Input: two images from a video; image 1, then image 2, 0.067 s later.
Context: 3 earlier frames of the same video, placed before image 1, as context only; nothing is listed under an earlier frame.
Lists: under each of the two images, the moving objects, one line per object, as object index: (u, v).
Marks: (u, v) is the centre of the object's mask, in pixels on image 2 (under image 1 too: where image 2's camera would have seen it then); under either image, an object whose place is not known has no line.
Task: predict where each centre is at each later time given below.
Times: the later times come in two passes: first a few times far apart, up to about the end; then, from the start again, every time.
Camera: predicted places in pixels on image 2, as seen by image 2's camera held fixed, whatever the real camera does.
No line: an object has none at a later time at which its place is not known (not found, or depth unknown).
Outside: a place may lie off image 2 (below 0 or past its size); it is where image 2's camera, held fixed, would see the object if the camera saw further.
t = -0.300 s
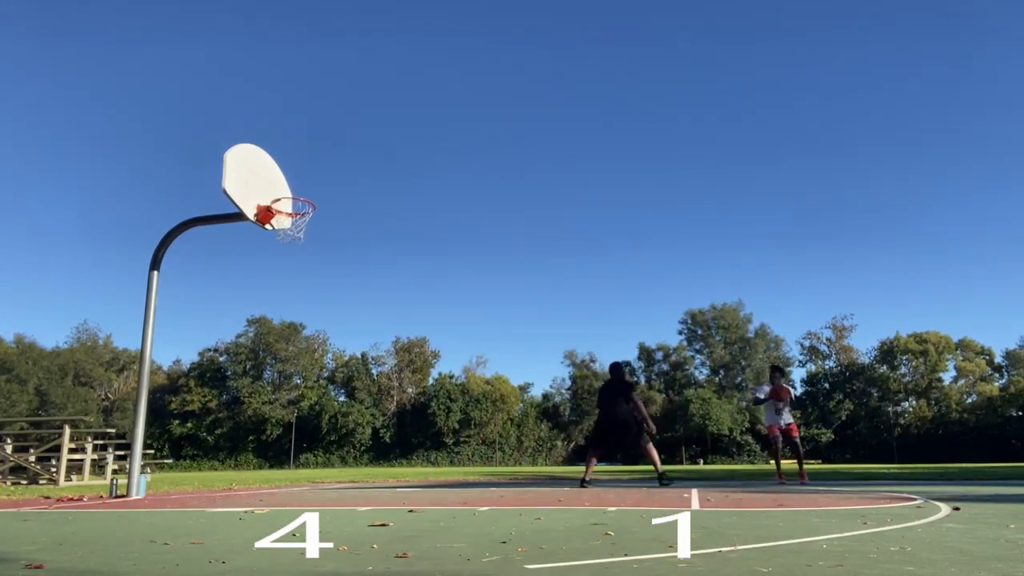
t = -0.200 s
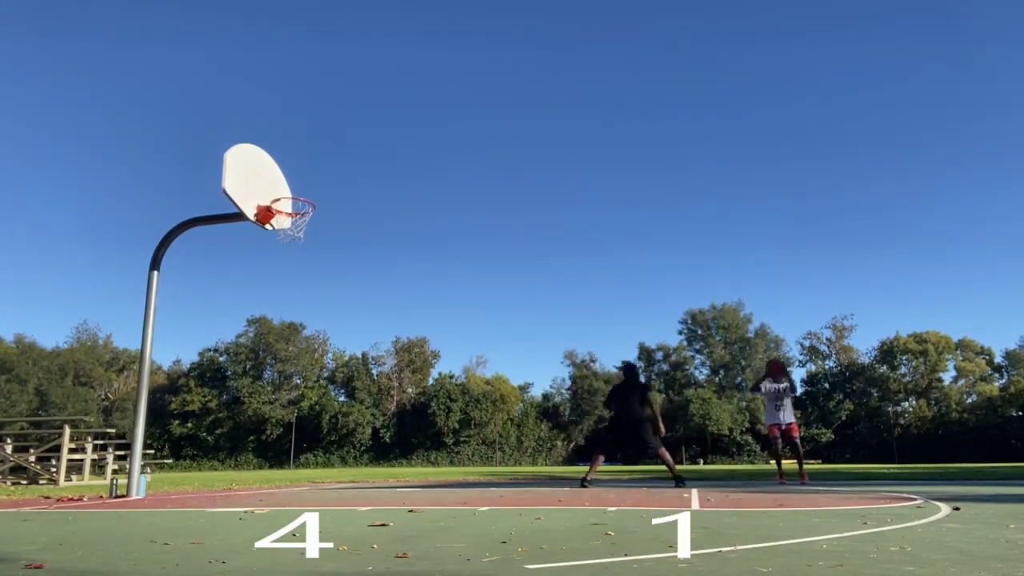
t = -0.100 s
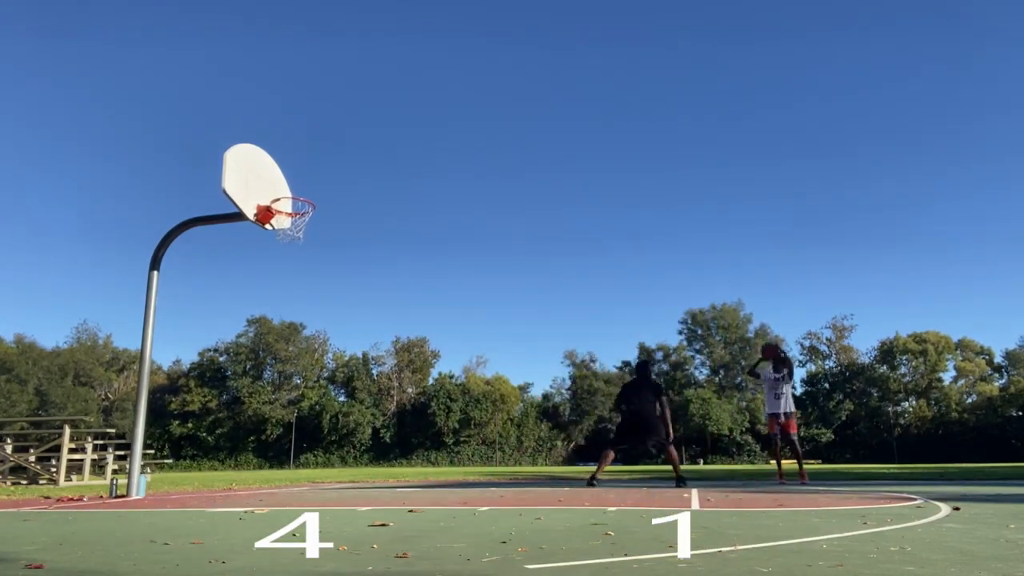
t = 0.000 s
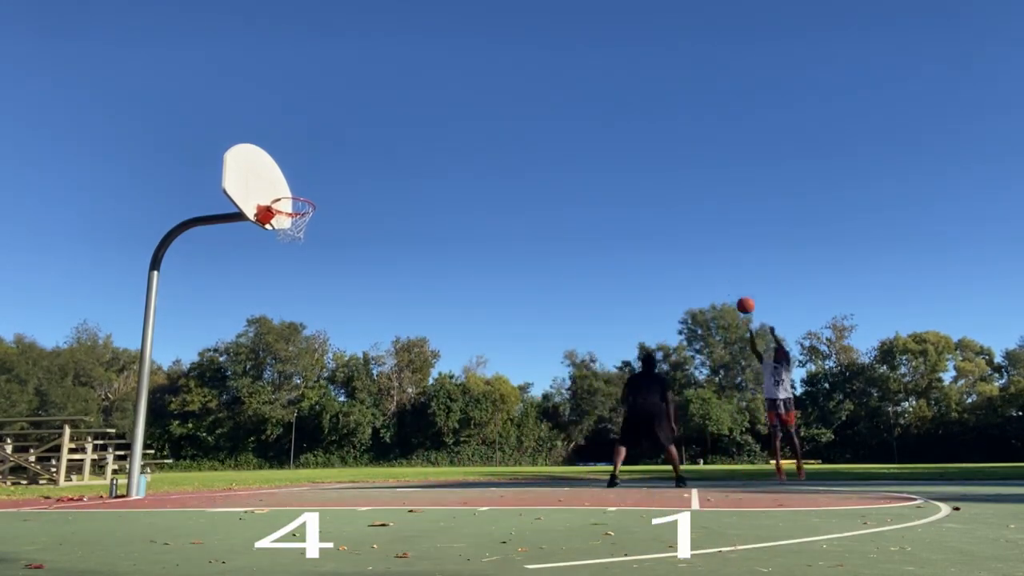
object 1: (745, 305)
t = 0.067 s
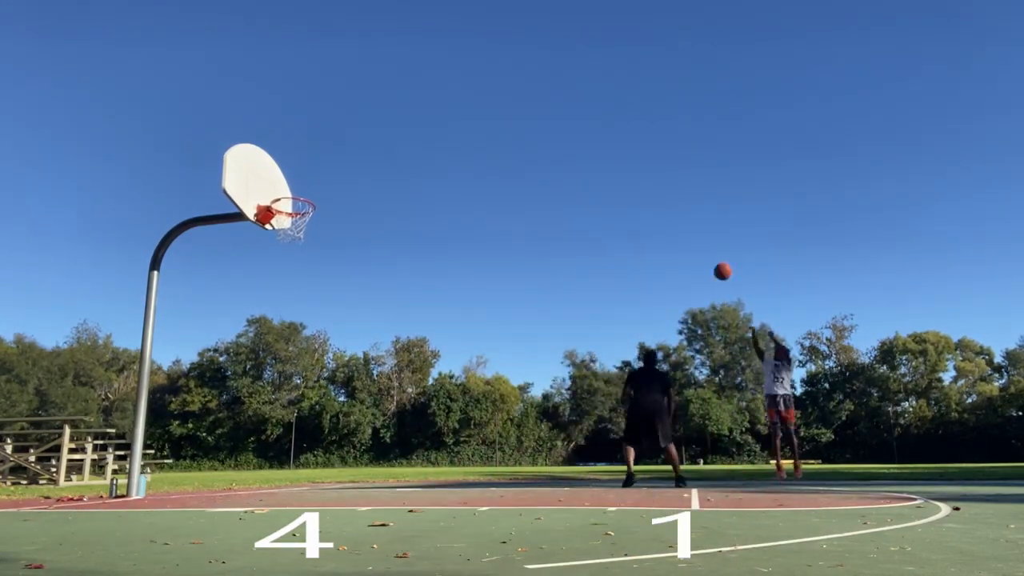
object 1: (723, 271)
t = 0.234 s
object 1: (666, 200)
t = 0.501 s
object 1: (579, 126)
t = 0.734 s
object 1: (501, 99)
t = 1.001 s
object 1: (408, 114)
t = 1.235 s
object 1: (320, 171)
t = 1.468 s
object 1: (303, 208)
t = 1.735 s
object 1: (351, 244)
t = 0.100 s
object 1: (711, 255)
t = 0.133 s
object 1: (700, 240)
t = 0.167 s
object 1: (689, 226)
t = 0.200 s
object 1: (677, 213)
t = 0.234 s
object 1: (666, 200)
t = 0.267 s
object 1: (655, 189)
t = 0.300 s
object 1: (644, 177)
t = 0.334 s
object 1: (633, 167)
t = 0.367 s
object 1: (622, 157)
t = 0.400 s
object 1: (611, 148)
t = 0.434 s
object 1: (601, 140)
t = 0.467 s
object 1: (589, 133)
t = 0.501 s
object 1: (579, 126)
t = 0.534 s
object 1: (567, 120)
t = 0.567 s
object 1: (556, 115)
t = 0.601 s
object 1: (546, 110)
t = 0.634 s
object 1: (534, 106)
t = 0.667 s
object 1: (523, 103)
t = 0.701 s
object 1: (513, 101)
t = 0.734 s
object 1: (501, 99)
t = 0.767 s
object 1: (490, 98)
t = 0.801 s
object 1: (478, 98)
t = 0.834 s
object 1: (467, 99)
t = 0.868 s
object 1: (455, 100)
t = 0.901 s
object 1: (444, 102)
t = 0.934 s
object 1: (432, 105)
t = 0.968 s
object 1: (420, 109)
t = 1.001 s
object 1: (408, 114)
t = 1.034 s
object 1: (396, 119)
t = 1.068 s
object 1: (384, 126)
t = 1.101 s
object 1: (371, 133)
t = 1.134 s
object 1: (358, 141)
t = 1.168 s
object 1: (346, 150)
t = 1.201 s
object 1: (333, 160)
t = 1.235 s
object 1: (320, 171)
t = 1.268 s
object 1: (306, 183)
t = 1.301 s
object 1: (292, 196)
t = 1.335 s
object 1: (282, 207)
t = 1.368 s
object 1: (283, 210)
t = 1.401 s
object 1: (286, 209)
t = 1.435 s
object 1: (297, 208)
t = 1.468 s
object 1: (303, 208)
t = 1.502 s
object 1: (310, 211)
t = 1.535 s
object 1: (317, 215)
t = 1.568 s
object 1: (321, 217)
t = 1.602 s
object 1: (327, 221)
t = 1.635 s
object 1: (333, 226)
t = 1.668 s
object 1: (339, 231)
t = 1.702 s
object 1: (345, 237)
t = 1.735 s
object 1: (351, 244)
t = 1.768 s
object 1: (357, 252)
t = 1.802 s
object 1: (363, 261)
